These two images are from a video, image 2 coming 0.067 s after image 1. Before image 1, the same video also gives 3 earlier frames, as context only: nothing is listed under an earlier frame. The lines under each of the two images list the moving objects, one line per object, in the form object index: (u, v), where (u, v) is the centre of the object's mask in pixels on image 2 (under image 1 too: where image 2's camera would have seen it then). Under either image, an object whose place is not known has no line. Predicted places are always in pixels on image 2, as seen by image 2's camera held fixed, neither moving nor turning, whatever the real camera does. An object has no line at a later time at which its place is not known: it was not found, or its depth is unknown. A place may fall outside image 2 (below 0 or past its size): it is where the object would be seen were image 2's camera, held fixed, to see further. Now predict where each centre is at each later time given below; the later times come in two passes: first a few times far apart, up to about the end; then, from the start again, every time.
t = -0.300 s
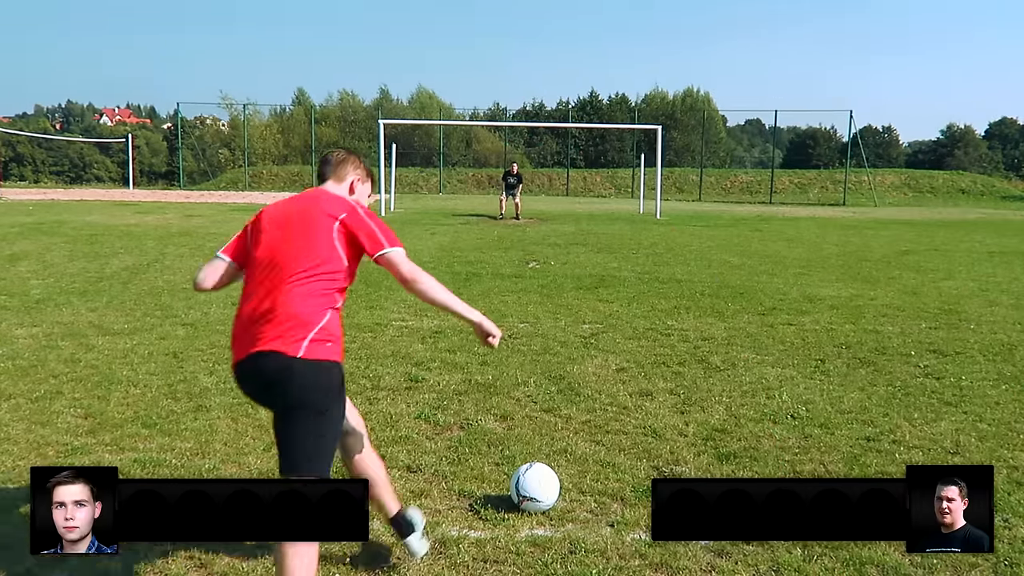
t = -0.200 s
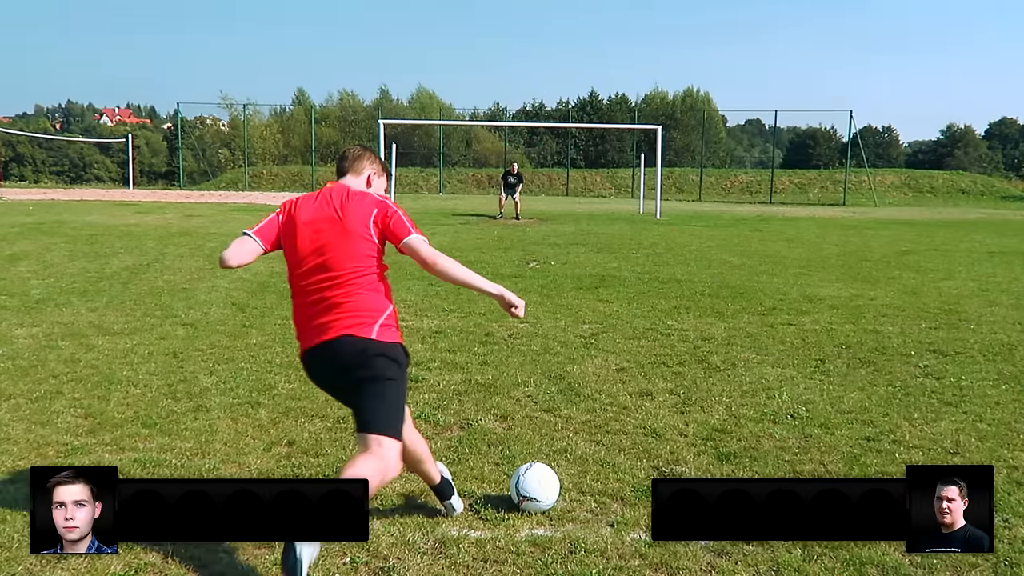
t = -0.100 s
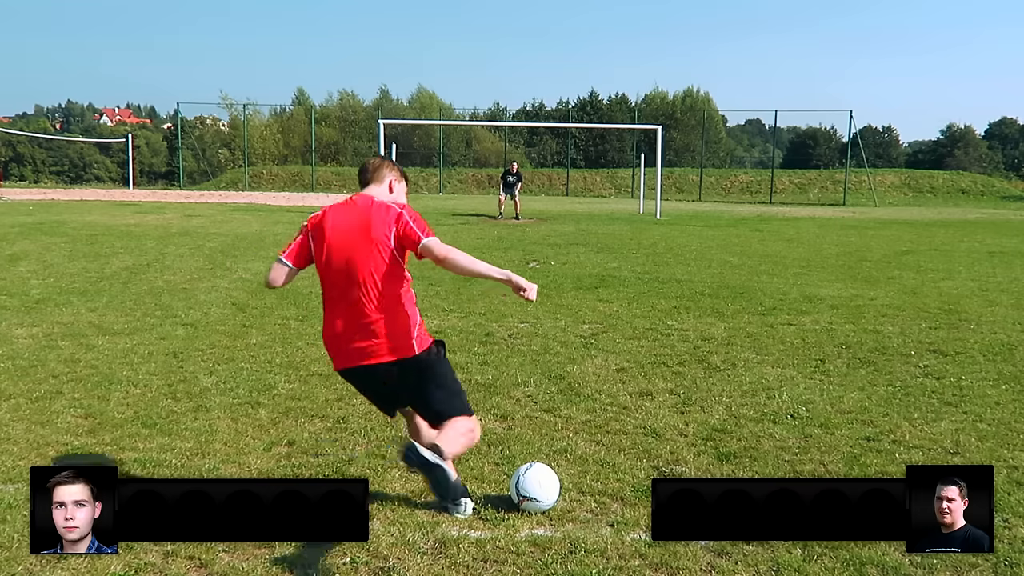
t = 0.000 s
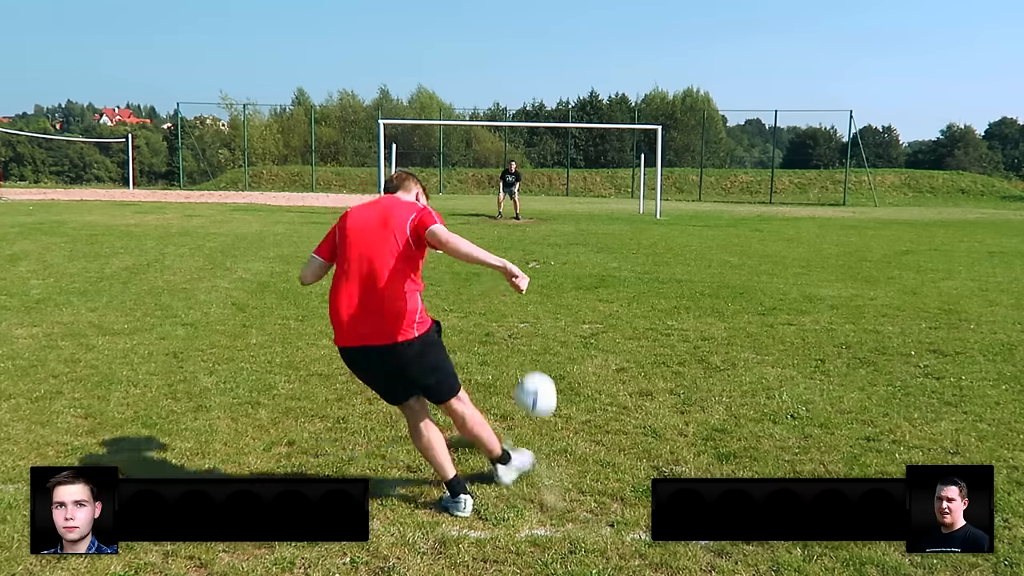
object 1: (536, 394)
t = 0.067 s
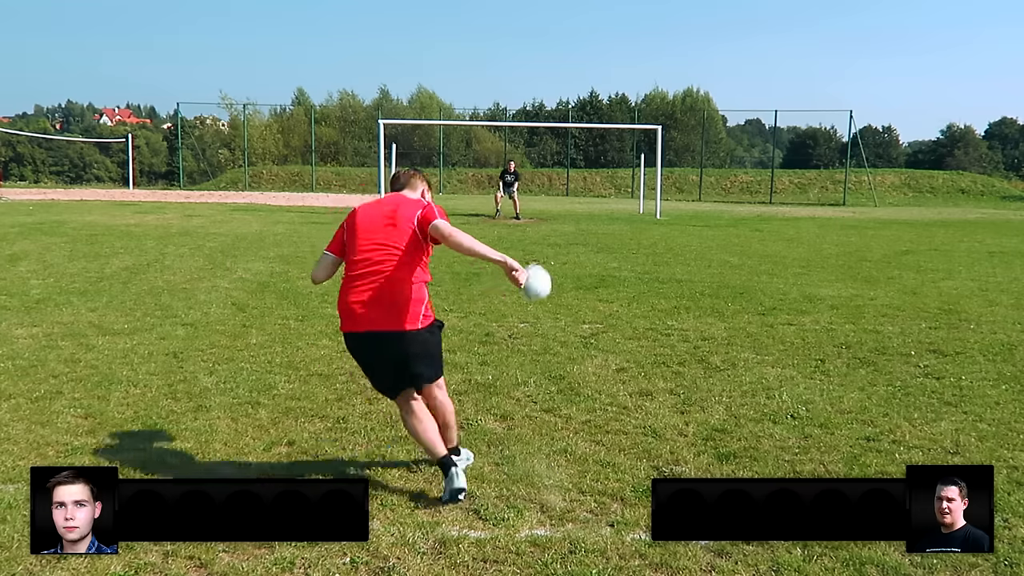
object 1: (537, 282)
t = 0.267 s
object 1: (527, 129)
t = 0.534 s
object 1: (512, 65)
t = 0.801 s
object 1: (496, 55)
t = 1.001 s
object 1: (486, 64)
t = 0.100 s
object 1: (534, 242)
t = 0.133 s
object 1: (534, 210)
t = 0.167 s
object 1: (532, 183)
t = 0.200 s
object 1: (529, 162)
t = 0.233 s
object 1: (528, 144)
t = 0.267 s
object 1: (527, 129)
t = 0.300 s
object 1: (525, 115)
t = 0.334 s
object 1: (523, 104)
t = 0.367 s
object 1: (522, 95)
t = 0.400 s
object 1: (519, 86)
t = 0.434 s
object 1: (517, 80)
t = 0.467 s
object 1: (515, 74)
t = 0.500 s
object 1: (513, 69)
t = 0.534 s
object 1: (512, 65)
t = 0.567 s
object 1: (510, 61)
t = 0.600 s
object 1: (508, 59)
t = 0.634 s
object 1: (505, 57)
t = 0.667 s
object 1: (503, 56)
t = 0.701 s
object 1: (502, 55)
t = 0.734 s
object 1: (500, 55)
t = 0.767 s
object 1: (498, 55)
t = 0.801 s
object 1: (496, 55)
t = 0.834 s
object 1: (495, 56)
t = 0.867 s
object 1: (493, 57)
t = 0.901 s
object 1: (491, 58)
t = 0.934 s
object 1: (489, 60)
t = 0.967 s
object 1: (487, 62)
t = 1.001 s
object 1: (486, 64)
